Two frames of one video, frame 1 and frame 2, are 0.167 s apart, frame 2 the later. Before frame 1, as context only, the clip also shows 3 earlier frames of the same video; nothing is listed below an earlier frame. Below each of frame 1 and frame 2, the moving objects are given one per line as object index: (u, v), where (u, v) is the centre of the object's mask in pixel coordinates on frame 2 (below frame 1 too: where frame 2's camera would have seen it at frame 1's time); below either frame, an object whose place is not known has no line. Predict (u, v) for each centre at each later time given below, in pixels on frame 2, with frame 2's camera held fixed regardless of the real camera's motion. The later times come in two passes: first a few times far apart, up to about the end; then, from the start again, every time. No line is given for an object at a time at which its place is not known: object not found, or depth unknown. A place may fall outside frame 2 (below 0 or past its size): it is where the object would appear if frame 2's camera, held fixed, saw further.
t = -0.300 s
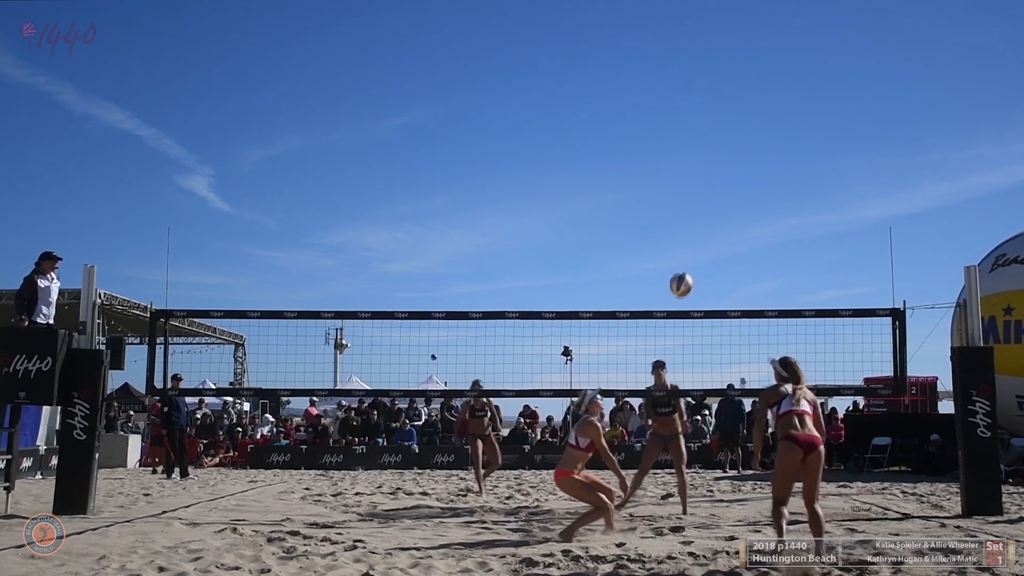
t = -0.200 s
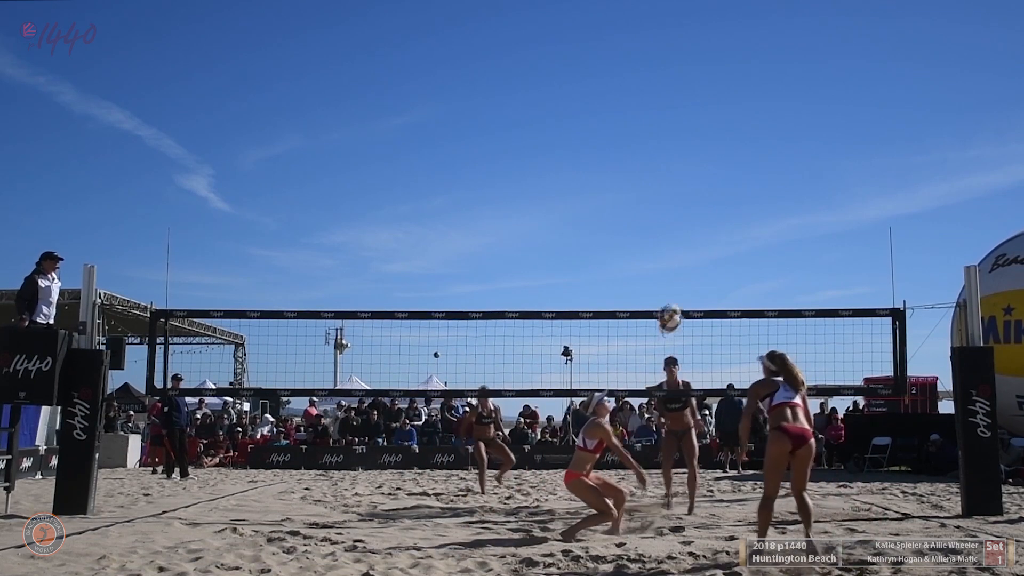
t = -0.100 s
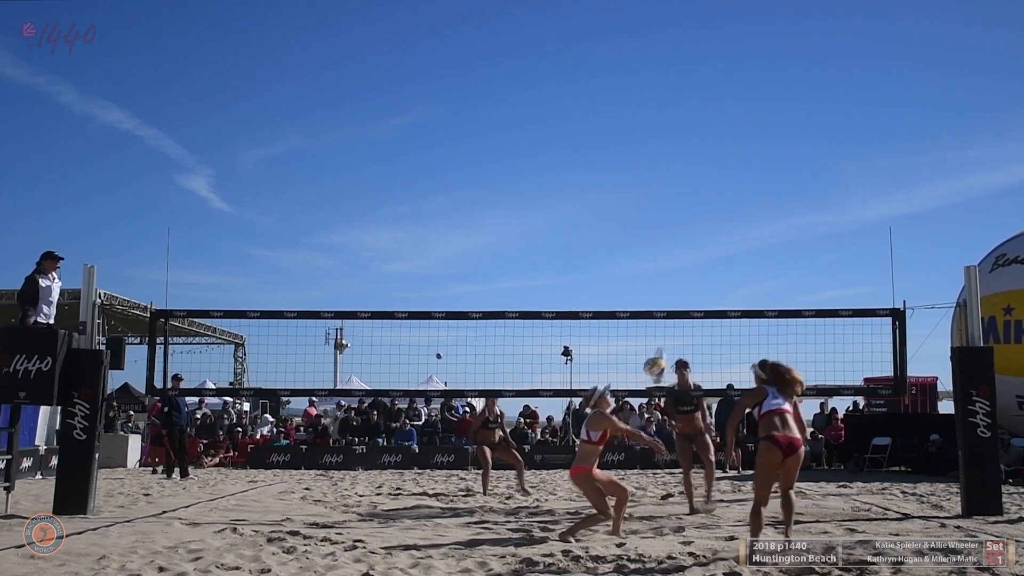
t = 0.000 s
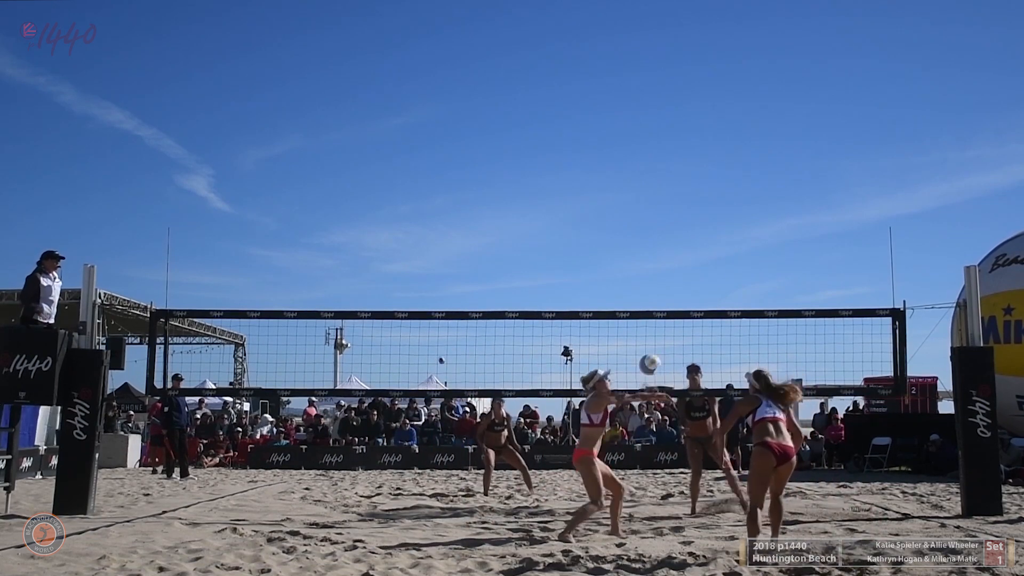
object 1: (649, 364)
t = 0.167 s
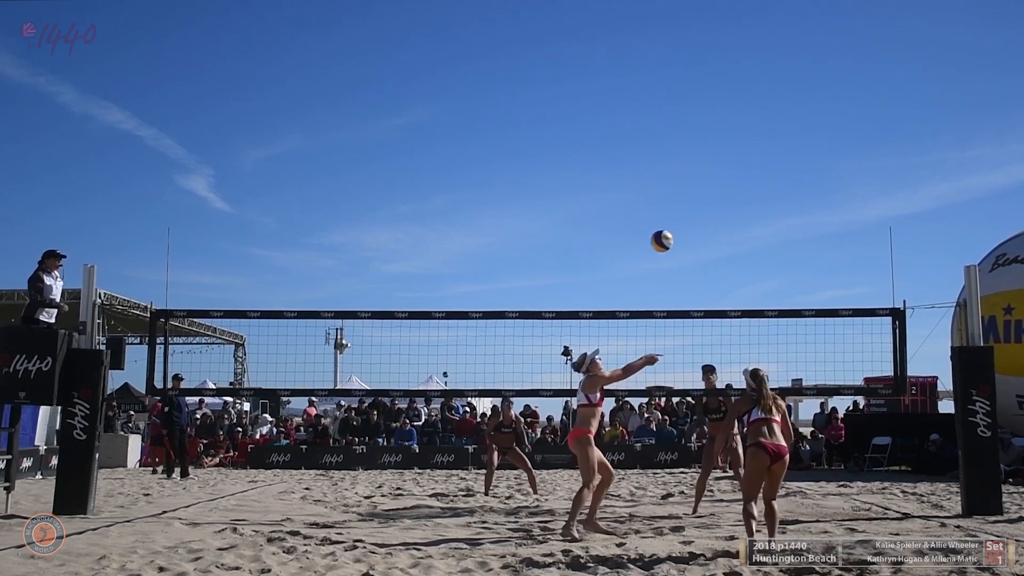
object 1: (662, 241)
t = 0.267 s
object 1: (668, 181)
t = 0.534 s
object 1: (683, 80)
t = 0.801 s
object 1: (690, 58)
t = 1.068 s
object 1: (693, 109)
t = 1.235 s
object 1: (692, 177)
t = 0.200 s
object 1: (664, 220)
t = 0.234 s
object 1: (666, 199)
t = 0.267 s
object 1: (668, 181)
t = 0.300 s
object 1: (670, 164)
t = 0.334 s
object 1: (673, 148)
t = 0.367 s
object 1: (675, 133)
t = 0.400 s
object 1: (677, 120)
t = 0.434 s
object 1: (678, 108)
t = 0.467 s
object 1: (680, 98)
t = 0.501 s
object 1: (682, 88)
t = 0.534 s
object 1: (683, 80)
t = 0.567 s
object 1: (684, 73)
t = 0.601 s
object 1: (685, 67)
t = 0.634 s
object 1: (686, 63)
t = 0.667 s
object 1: (687, 59)
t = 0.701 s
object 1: (688, 57)
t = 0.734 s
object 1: (688, 56)
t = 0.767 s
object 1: (689, 56)
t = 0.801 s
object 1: (690, 58)
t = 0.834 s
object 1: (690, 60)
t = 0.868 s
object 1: (691, 64)
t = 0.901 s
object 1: (691, 68)
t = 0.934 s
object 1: (692, 74)
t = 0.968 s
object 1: (692, 81)
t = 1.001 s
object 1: (692, 89)
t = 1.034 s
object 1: (692, 99)
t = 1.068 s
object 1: (693, 109)
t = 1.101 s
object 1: (693, 120)
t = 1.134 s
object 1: (692, 133)
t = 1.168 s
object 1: (693, 147)
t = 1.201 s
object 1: (692, 161)
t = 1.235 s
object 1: (692, 177)
